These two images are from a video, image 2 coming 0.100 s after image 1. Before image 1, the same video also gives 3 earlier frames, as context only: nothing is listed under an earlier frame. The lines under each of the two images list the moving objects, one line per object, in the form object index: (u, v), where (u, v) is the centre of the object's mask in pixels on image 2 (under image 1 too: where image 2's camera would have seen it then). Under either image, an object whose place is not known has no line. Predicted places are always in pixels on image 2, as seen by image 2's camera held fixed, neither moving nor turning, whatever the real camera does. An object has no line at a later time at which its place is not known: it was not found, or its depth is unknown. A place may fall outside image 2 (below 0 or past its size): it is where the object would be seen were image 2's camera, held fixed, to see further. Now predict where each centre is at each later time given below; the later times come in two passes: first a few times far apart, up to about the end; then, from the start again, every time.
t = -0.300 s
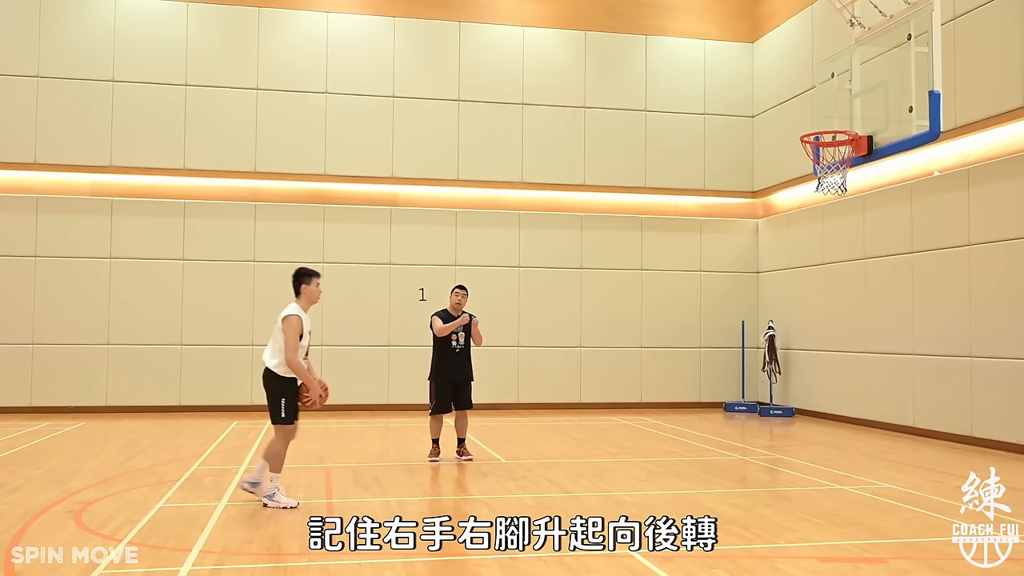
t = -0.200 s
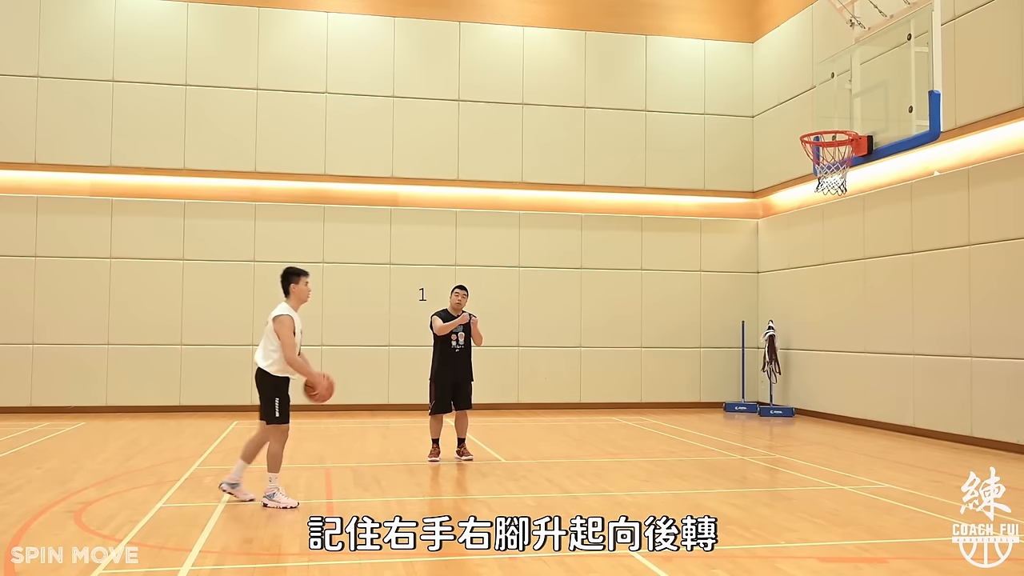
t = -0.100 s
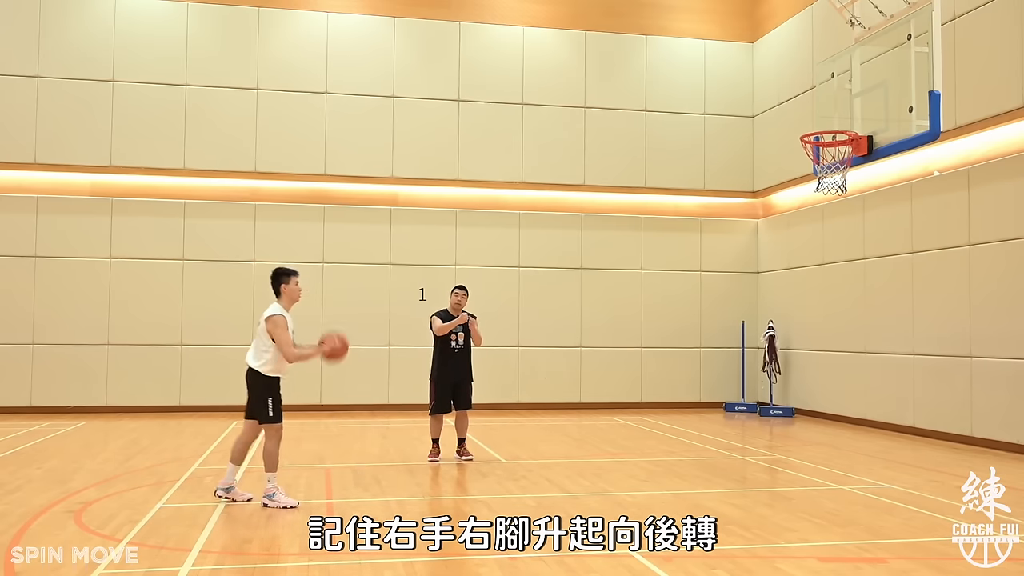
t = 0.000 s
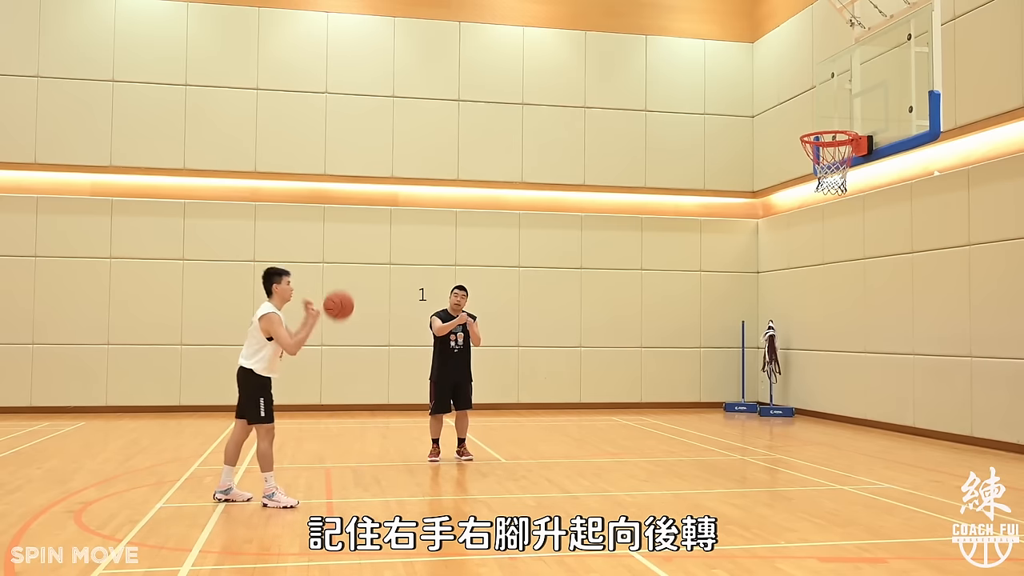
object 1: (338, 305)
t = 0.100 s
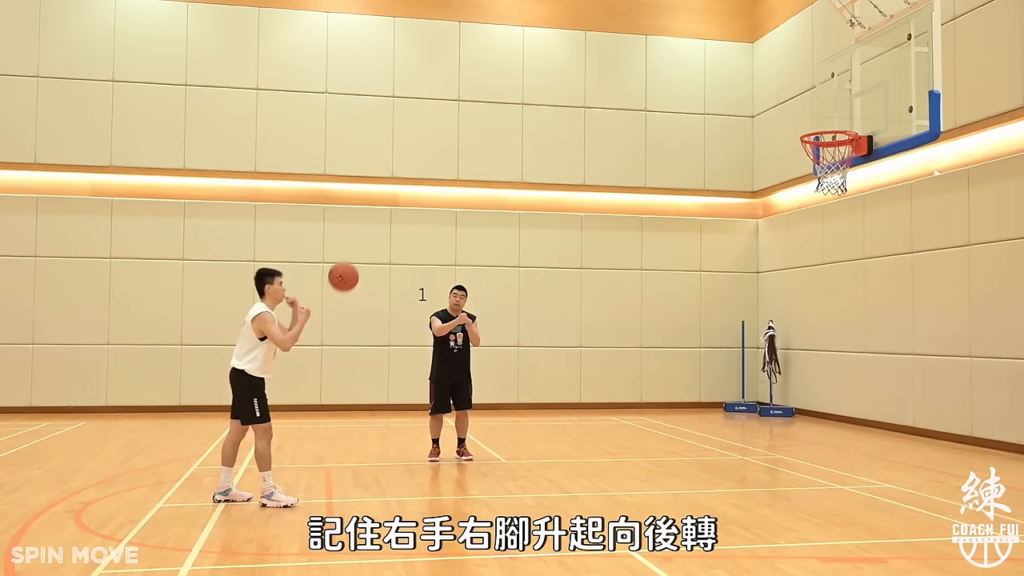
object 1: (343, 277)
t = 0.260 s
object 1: (350, 257)
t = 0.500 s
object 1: (361, 286)
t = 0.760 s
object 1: (371, 395)
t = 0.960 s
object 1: (364, 451)
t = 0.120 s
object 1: (344, 273)
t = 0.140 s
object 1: (345, 269)
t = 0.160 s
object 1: (346, 266)
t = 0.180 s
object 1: (347, 263)
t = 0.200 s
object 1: (348, 260)
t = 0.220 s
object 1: (349, 259)
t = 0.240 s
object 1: (350, 257)
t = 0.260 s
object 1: (350, 257)
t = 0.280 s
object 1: (351, 257)
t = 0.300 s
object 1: (352, 257)
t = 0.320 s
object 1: (353, 258)
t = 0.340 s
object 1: (354, 259)
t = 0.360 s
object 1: (355, 260)
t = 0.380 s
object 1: (356, 263)
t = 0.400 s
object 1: (357, 265)
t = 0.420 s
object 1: (357, 268)
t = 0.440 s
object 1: (358, 272)
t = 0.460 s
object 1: (359, 276)
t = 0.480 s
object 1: (360, 281)
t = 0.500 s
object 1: (361, 286)
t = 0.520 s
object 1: (362, 291)
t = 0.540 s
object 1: (363, 297)
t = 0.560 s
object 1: (363, 304)
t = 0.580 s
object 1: (364, 311)
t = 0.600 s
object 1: (365, 318)
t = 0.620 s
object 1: (366, 326)
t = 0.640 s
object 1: (367, 334)
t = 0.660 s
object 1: (367, 344)
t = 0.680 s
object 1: (368, 353)
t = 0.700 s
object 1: (369, 363)
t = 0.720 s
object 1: (370, 373)
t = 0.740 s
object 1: (371, 383)
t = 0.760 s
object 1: (371, 395)
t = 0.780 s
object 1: (372, 406)
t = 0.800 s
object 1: (373, 418)
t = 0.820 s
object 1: (374, 432)
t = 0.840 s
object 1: (375, 445)
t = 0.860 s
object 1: (376, 458)
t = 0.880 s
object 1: (376, 471)
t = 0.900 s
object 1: (376, 483)
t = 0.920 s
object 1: (372, 473)
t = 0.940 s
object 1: (368, 462)
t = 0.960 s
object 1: (364, 451)
